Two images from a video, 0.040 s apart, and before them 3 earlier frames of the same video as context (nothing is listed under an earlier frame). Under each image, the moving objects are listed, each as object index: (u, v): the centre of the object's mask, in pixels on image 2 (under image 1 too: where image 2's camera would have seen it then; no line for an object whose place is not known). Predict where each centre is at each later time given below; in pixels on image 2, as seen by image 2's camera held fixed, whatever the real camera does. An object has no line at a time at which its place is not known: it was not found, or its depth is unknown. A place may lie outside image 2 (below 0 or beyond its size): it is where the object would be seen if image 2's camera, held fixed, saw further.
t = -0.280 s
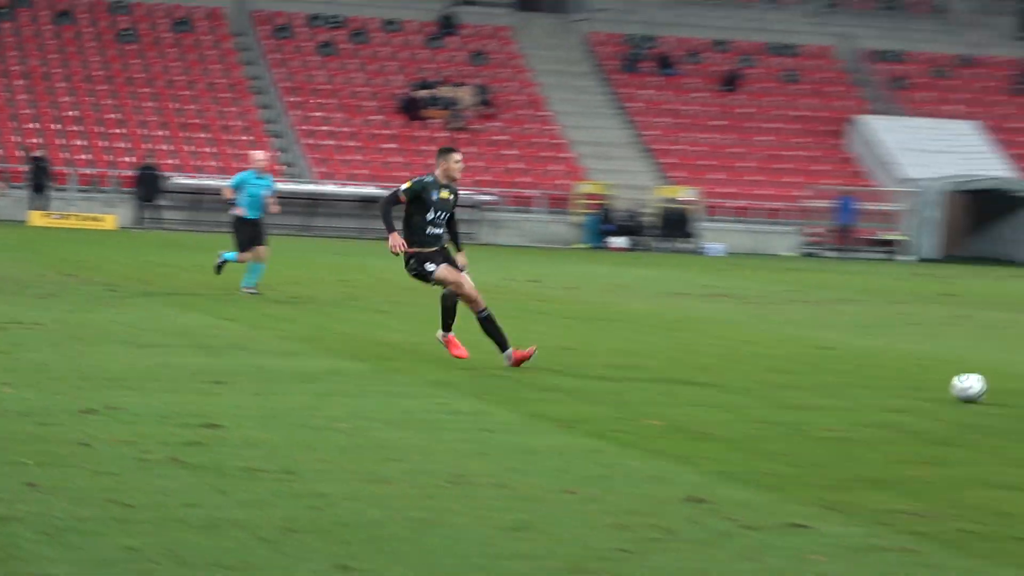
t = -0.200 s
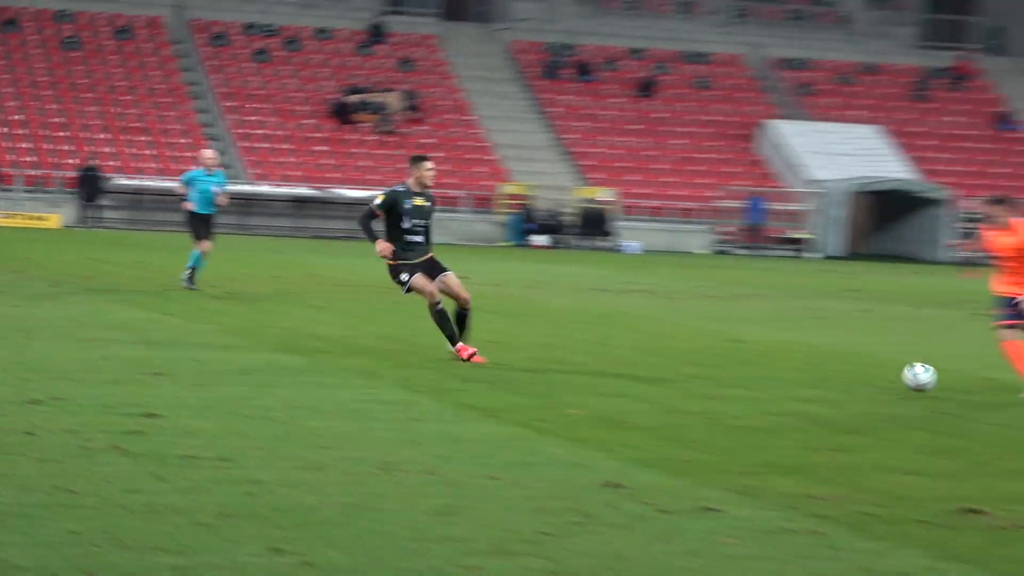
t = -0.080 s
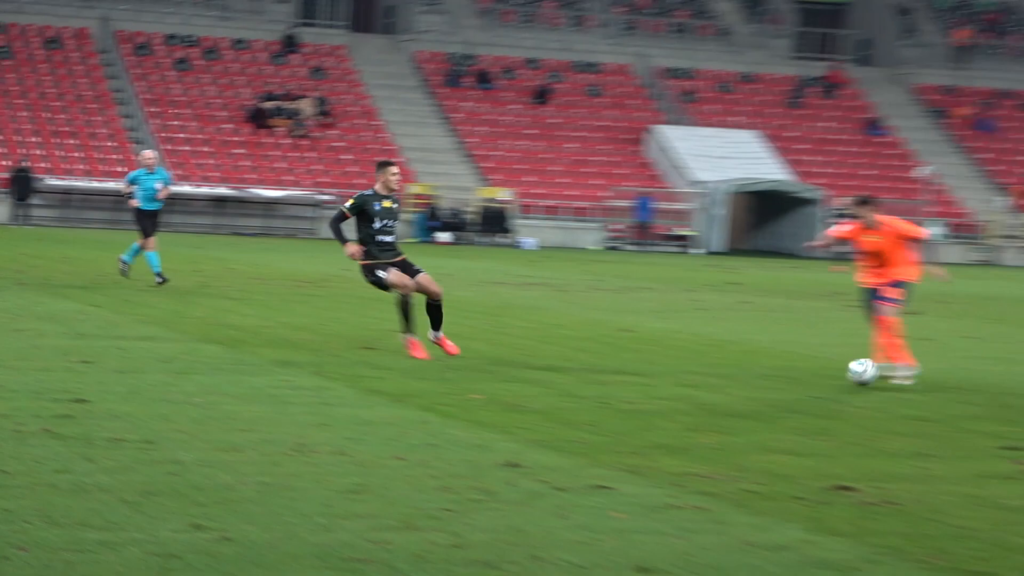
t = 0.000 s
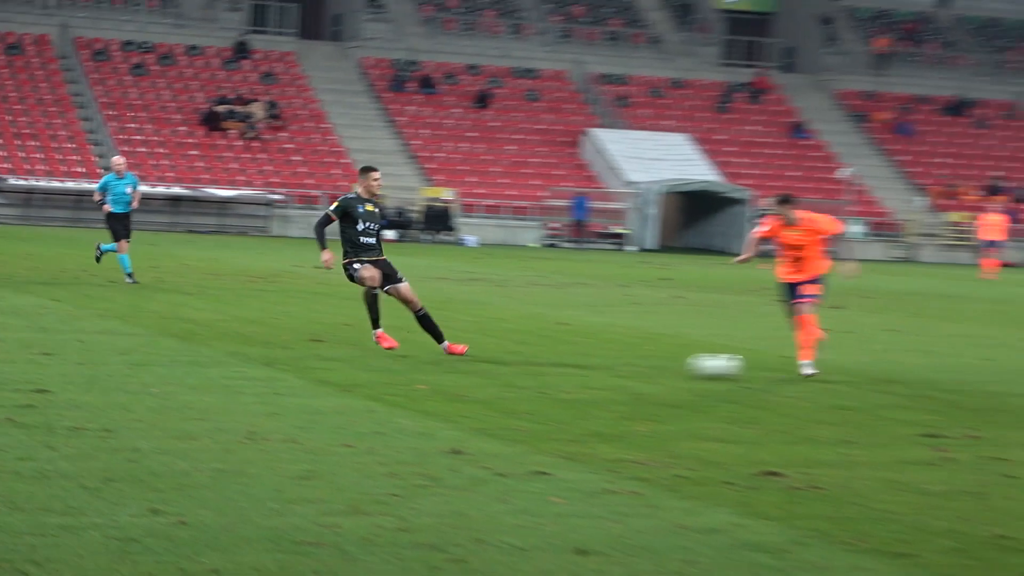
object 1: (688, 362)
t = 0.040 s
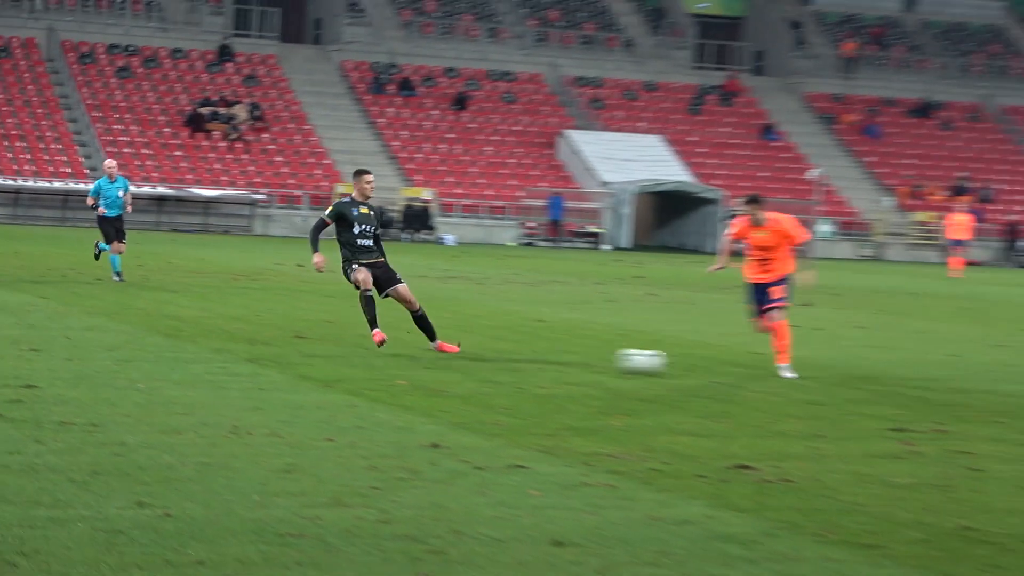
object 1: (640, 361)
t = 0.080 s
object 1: (593, 358)
